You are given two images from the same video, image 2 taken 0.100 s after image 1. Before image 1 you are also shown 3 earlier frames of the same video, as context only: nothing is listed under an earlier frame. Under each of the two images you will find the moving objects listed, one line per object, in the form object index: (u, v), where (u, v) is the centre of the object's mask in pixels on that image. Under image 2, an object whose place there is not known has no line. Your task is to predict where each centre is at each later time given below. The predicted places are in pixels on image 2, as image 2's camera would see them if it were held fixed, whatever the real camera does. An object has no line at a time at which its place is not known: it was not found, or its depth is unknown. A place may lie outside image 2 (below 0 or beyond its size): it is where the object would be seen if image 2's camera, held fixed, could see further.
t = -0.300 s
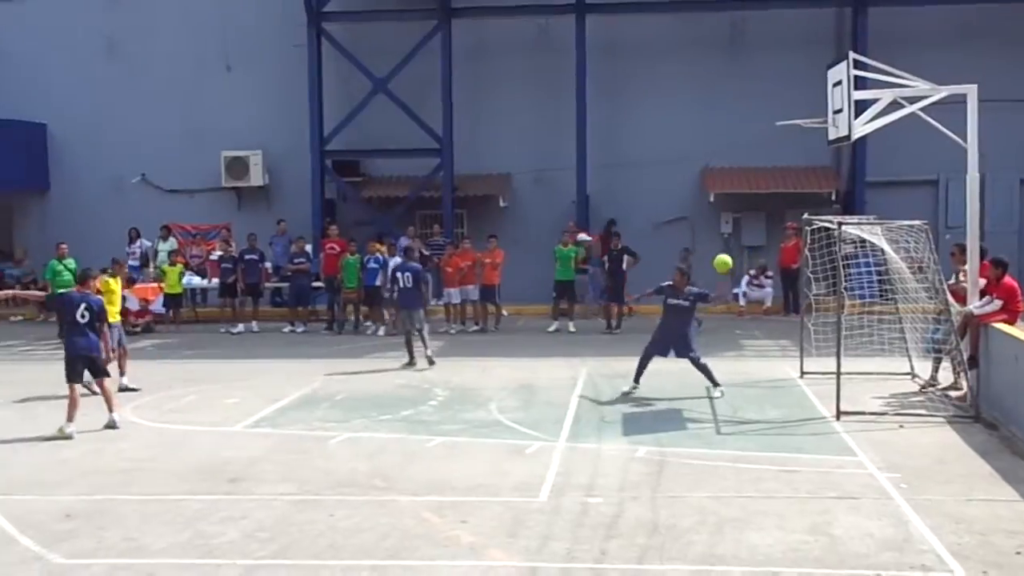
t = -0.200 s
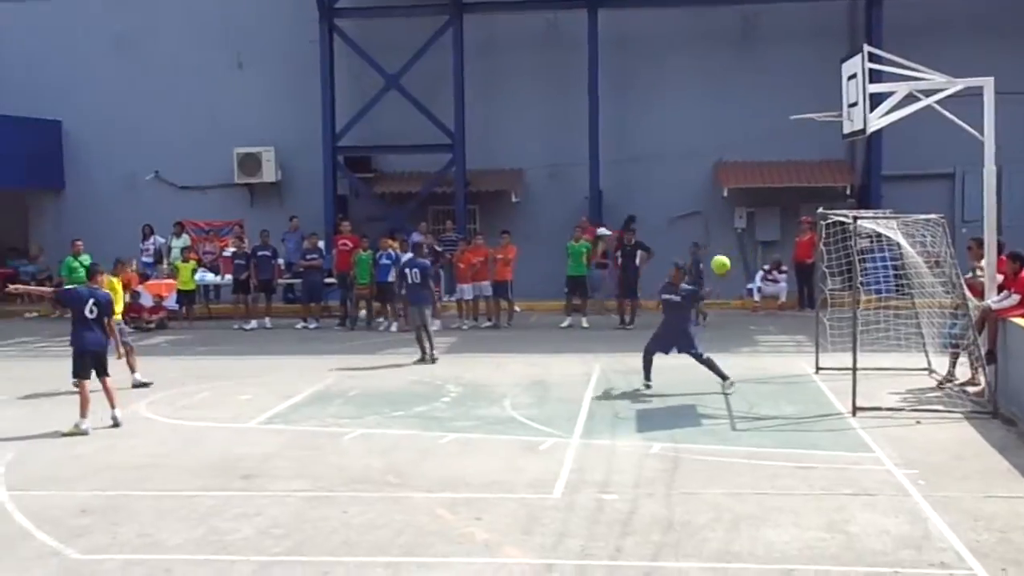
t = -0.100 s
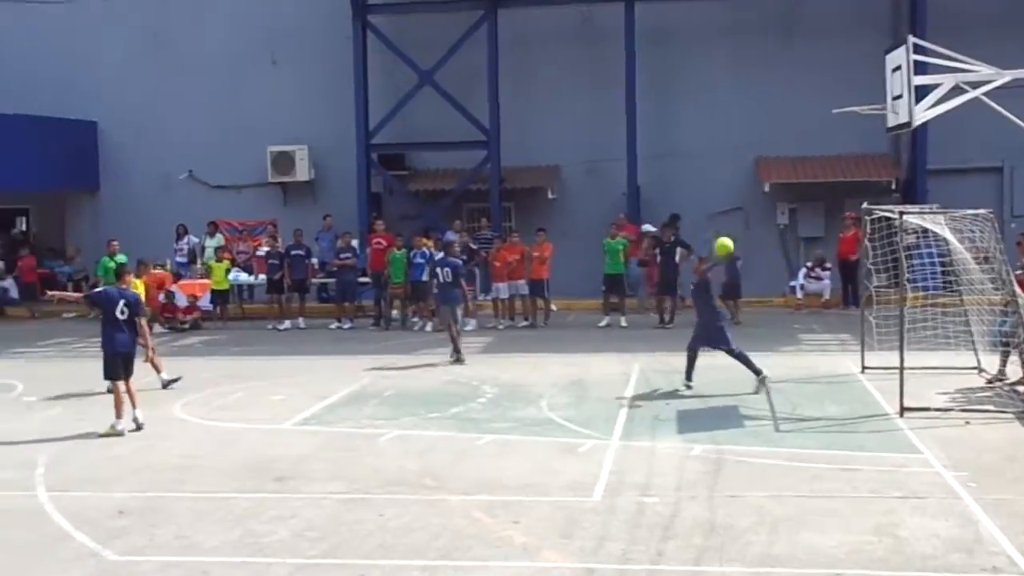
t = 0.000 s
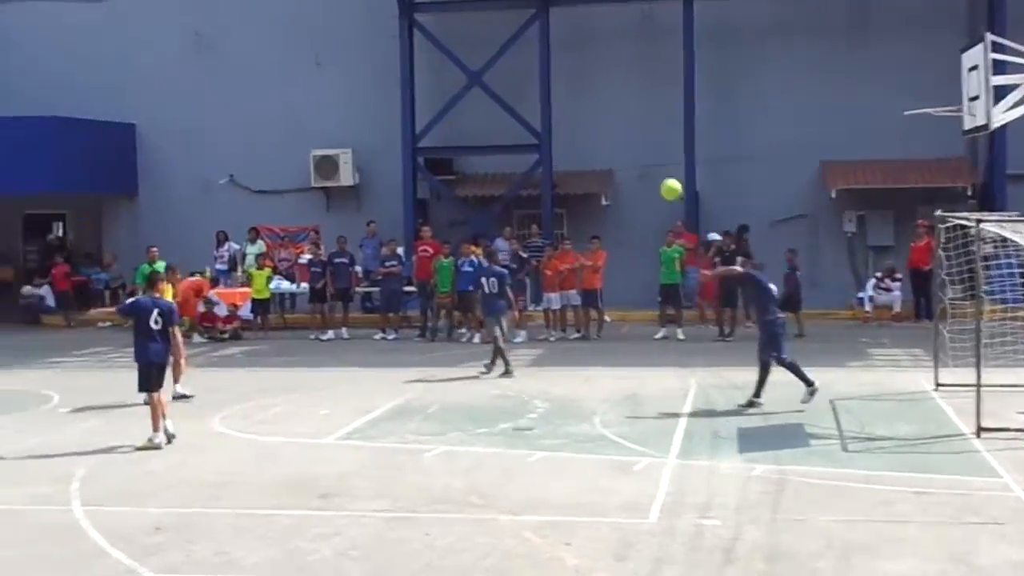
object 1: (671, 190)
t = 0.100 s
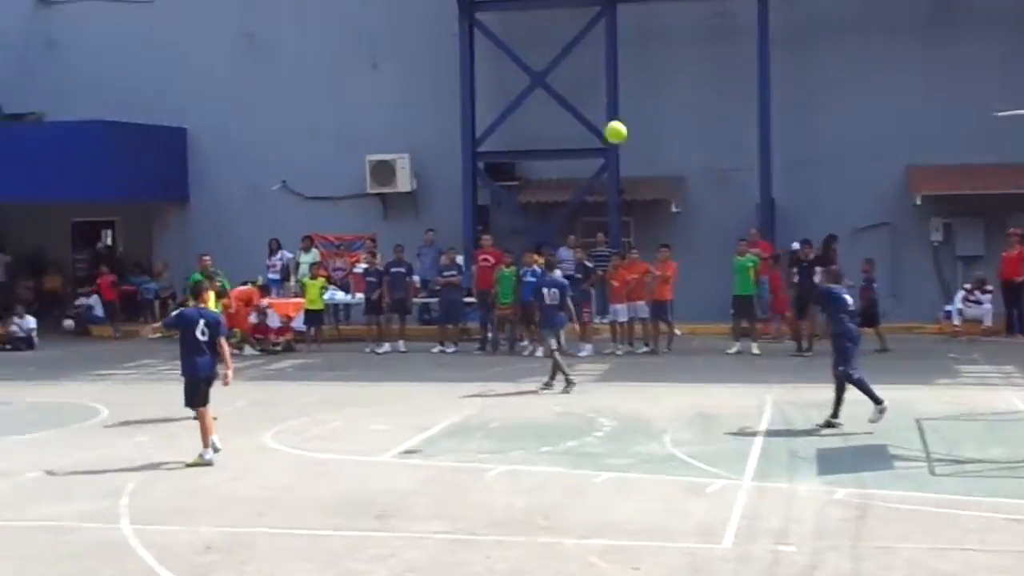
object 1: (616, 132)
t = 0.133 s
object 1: (573, 113)
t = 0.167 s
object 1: (533, 96)
